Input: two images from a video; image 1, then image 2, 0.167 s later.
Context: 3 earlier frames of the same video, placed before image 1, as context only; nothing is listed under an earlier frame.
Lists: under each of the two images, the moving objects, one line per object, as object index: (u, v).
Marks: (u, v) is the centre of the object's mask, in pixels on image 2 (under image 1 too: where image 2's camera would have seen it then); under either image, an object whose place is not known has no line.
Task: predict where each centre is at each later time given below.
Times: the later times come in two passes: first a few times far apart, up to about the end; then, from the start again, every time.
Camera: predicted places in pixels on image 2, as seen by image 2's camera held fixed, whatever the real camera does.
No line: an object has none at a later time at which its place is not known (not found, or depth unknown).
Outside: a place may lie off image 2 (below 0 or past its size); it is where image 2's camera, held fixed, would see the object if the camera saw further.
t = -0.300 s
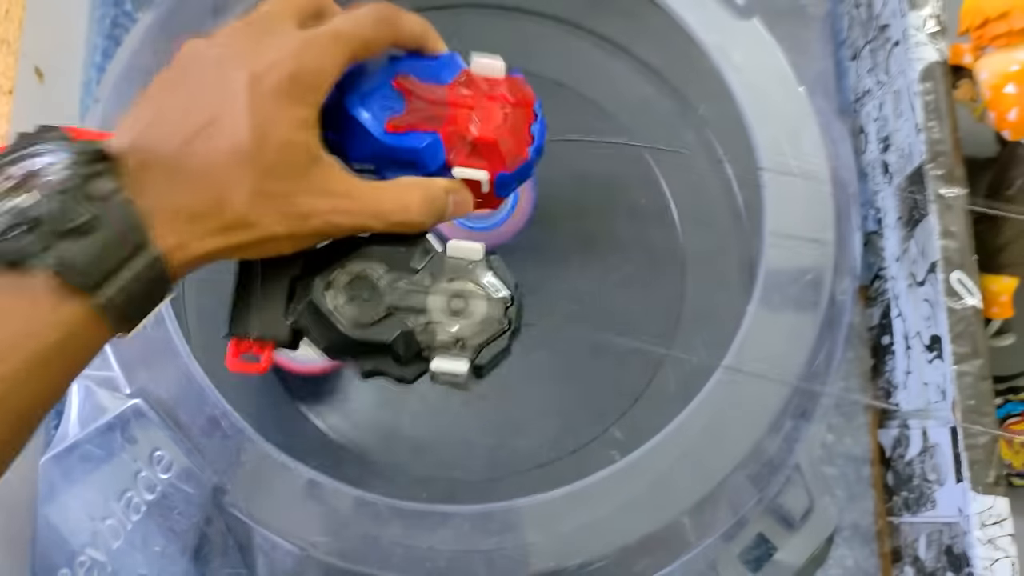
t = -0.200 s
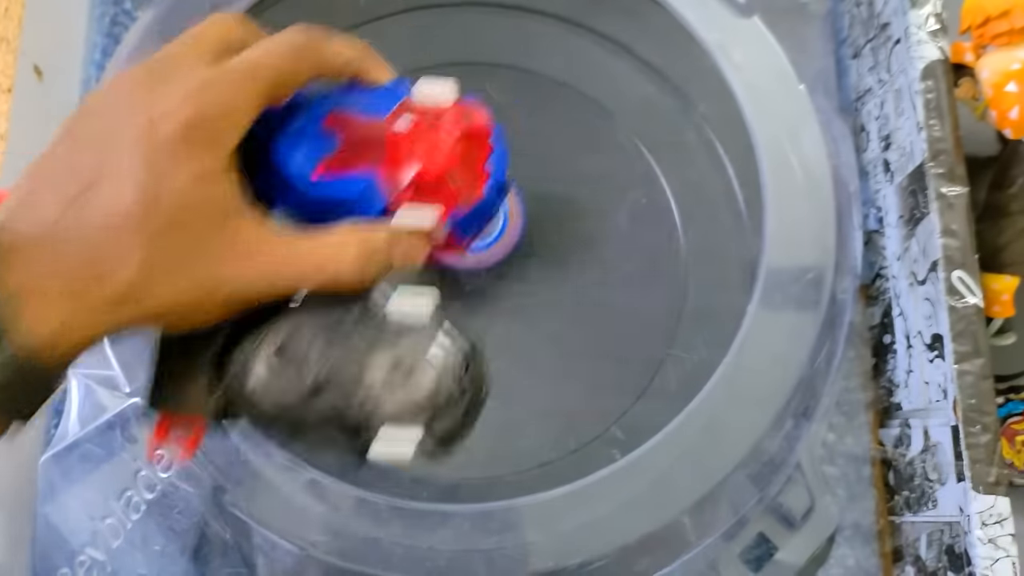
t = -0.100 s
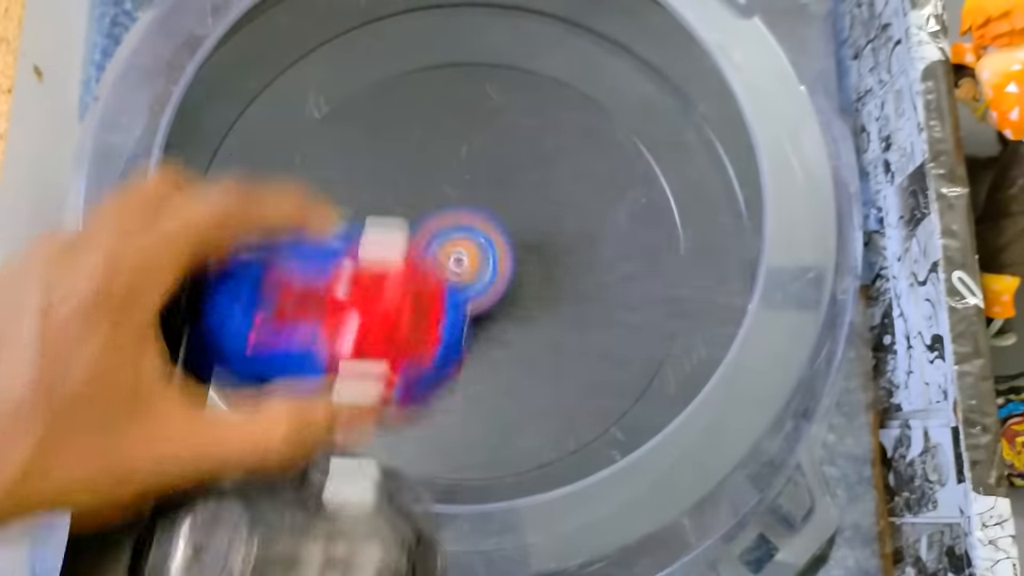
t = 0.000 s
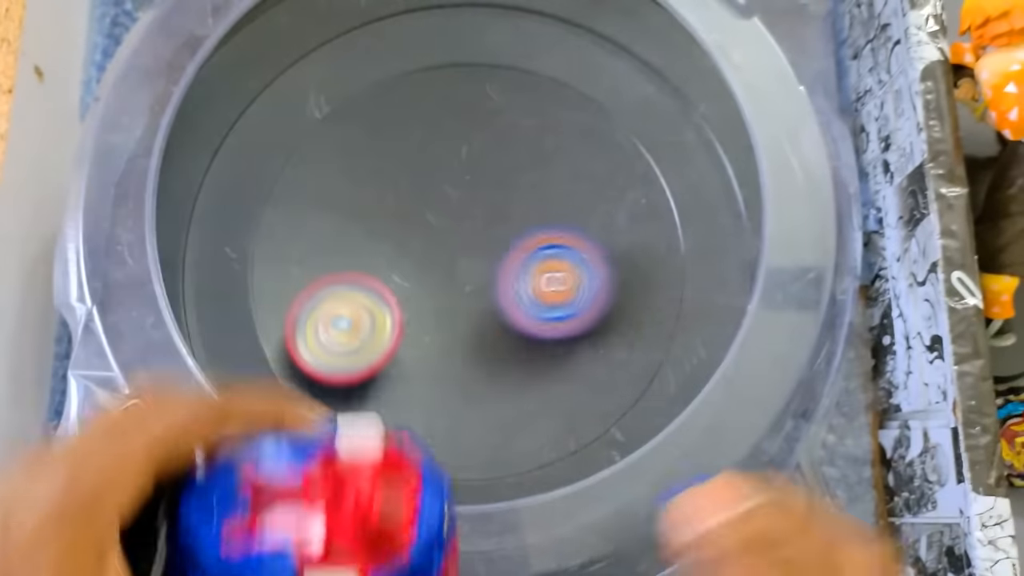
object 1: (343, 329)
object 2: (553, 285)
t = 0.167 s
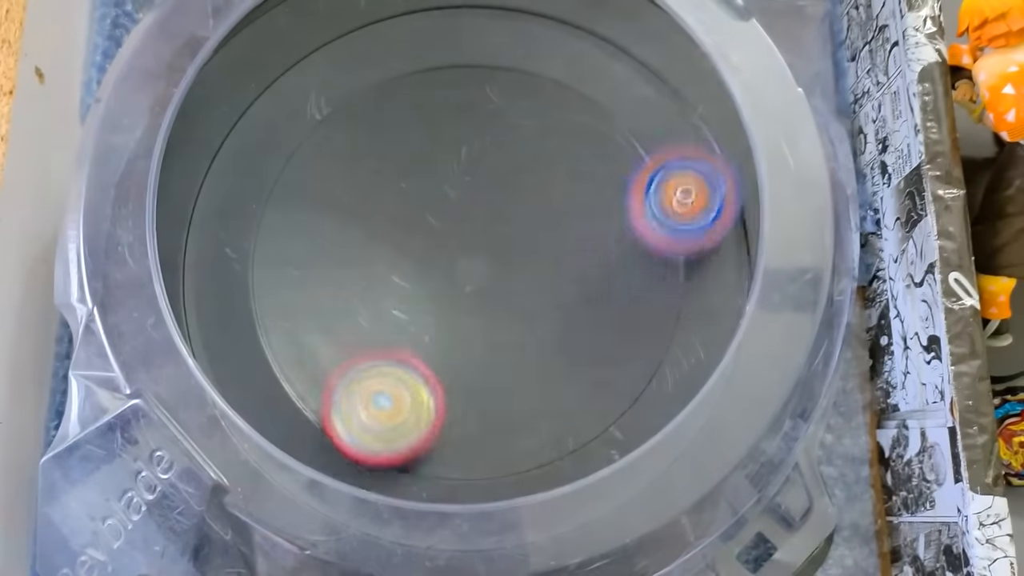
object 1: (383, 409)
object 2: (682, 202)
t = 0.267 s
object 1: (451, 446)
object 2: (711, 145)
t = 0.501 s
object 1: (558, 287)
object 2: (715, 96)
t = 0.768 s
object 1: (358, 184)
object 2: (707, 86)
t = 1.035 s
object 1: (247, 337)
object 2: (647, 83)
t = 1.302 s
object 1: (224, 279)
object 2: (406, 181)
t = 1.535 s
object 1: (223, 158)
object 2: (465, 495)
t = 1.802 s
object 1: (247, 110)
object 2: (705, 437)
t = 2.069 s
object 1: (252, 94)
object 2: (712, 197)
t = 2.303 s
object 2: (553, 55)
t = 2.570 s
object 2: (429, 42)
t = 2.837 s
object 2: (543, 38)
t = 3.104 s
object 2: (619, 46)
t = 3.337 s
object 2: (643, 67)
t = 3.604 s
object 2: (690, 118)
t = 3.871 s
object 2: (713, 174)
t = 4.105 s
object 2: (723, 231)
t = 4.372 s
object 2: (716, 292)
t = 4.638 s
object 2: (682, 334)
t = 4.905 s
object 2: (761, 312)
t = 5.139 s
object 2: (644, 238)
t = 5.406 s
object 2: (335, 192)
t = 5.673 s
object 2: (255, 439)
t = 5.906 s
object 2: (360, 502)
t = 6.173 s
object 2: (428, 449)
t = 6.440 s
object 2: (606, 278)
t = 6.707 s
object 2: (564, 155)
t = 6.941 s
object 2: (420, 295)
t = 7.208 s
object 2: (562, 401)
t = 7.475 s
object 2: (651, 312)
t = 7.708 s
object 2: (568, 318)
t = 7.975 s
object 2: (481, 398)
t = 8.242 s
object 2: (412, 403)
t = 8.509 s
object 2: (346, 399)
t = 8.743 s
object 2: (369, 295)
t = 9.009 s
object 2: (282, 163)
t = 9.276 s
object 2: (334, 41)
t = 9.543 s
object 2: (470, 26)
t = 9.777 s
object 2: (593, 45)
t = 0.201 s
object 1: (401, 425)
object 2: (696, 176)
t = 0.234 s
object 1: (424, 440)
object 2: (706, 160)
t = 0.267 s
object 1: (451, 446)
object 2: (711, 145)
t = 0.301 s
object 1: (480, 444)
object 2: (709, 133)
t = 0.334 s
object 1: (509, 432)
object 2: (707, 121)
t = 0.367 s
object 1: (532, 410)
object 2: (707, 113)
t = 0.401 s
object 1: (549, 383)
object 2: (709, 107)
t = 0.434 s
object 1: (560, 351)
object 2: (713, 105)
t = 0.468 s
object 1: (562, 320)
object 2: (716, 102)
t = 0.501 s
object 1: (558, 287)
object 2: (715, 96)
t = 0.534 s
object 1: (546, 257)
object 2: (715, 92)
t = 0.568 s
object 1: (528, 229)
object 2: (715, 90)
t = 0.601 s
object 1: (504, 207)
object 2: (713, 88)
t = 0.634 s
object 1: (478, 191)
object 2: (711, 86)
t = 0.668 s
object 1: (449, 181)
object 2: (709, 84)
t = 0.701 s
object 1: (417, 177)
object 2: (708, 84)
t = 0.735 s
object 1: (387, 178)
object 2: (708, 85)
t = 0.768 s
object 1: (358, 184)
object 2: (707, 86)
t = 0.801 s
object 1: (331, 195)
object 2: (705, 86)
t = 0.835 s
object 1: (307, 209)
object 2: (701, 85)
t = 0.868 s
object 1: (285, 225)
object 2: (695, 83)
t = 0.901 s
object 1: (267, 246)
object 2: (688, 80)
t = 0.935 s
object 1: (254, 269)
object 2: (682, 79)
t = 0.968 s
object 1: (249, 294)
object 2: (674, 79)
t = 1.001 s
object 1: (247, 318)
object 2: (663, 80)
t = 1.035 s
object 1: (247, 337)
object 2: (647, 83)
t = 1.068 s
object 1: (248, 348)
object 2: (631, 88)
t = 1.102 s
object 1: (248, 352)
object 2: (614, 95)
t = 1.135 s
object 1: (247, 350)
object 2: (595, 105)
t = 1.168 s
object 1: (244, 343)
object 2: (567, 117)
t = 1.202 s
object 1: (240, 330)
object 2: (534, 127)
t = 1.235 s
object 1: (235, 314)
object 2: (496, 137)
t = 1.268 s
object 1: (229, 297)
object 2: (451, 154)
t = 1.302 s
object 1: (224, 279)
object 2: (406, 181)
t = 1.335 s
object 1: (217, 261)
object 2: (366, 213)
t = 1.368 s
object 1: (212, 244)
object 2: (333, 252)
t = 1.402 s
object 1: (198, 220)
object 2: (330, 309)
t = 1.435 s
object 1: (196, 196)
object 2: (351, 368)
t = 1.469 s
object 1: (201, 181)
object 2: (380, 418)
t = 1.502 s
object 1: (213, 169)
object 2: (421, 457)
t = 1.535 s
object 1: (223, 158)
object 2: (465, 495)
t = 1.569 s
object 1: (232, 148)
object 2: (514, 527)
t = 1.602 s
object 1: (238, 137)
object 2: (556, 531)
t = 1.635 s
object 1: (238, 125)
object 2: (603, 534)
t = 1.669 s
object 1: (237, 114)
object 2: (634, 524)
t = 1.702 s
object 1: (236, 107)
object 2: (655, 506)
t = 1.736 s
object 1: (241, 108)
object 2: (677, 481)
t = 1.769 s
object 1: (245, 111)
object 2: (692, 459)
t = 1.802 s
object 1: (247, 110)
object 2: (705, 437)
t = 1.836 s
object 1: (248, 105)
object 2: (718, 416)
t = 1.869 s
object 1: (246, 98)
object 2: (727, 392)
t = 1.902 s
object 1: (246, 97)
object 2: (737, 369)
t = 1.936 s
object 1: (247, 102)
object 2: (716, 325)
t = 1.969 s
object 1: (248, 106)
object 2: (721, 299)
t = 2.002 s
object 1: (250, 106)
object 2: (723, 265)
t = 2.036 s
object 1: (251, 101)
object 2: (719, 231)
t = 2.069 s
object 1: (252, 94)
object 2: (712, 197)
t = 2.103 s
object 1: (252, 90)
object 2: (700, 168)
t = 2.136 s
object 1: (251, 92)
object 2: (681, 144)
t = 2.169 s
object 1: (248, 97)
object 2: (659, 120)
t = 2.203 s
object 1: (244, 105)
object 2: (635, 100)
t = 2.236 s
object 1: (240, 115)
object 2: (610, 82)
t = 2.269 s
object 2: (582, 67)
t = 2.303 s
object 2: (553, 55)
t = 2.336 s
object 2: (525, 47)
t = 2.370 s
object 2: (494, 43)
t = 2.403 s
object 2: (465, 41)
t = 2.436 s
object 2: (434, 40)
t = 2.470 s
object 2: (402, 41)
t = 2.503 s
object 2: (401, 41)
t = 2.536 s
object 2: (415, 42)
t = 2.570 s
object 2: (429, 42)
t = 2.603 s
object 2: (441, 42)
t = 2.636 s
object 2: (453, 42)
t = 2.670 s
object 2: (467, 41)
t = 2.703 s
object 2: (481, 41)
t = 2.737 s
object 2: (496, 40)
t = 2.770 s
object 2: (512, 40)
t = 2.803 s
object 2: (527, 39)
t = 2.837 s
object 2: (543, 38)
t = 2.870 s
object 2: (559, 37)
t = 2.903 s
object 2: (574, 35)
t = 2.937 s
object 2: (590, 34)
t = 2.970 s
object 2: (597, 36)
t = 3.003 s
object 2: (598, 39)
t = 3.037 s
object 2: (601, 41)
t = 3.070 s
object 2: (609, 44)
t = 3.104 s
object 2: (619, 46)
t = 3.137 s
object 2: (628, 48)
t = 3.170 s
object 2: (632, 50)
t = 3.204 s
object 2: (630, 51)
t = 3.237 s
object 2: (629, 52)
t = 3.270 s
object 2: (631, 55)
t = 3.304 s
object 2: (636, 60)
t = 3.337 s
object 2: (643, 67)
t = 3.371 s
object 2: (650, 74)
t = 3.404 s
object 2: (657, 81)
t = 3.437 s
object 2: (665, 86)
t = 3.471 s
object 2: (672, 93)
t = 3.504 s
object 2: (678, 100)
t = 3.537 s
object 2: (683, 106)
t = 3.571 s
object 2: (687, 112)
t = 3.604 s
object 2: (690, 118)
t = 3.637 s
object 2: (693, 124)
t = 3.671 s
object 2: (696, 129)
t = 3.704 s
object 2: (699, 136)
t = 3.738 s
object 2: (702, 142)
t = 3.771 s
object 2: (705, 150)
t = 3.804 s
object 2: (708, 158)
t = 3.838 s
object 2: (711, 165)
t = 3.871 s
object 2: (713, 174)
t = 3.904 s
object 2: (716, 181)
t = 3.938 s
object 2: (718, 189)
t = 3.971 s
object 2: (719, 197)
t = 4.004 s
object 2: (721, 206)
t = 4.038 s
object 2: (722, 214)
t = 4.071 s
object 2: (723, 223)
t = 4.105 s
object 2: (723, 231)
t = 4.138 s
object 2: (722, 239)
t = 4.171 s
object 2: (722, 247)
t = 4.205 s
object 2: (722, 255)
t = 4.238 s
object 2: (720, 263)
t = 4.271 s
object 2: (722, 271)
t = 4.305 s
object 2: (721, 279)
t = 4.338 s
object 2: (719, 286)
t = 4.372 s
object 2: (716, 292)
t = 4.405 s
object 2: (710, 300)
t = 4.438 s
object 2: (706, 305)
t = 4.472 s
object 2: (703, 310)
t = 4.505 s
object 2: (699, 316)
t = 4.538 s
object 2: (694, 321)
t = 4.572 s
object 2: (689, 326)
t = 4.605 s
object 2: (684, 330)
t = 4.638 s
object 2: (682, 334)
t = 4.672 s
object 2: (694, 333)
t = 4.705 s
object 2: (723, 346)
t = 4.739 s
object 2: (739, 345)
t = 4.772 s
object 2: (749, 340)
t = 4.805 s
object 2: (759, 332)
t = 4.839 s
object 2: (771, 328)
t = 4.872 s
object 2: (773, 323)
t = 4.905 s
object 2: (761, 312)
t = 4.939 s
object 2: (725, 294)
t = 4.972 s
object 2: (719, 286)
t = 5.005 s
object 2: (712, 278)
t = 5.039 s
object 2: (703, 271)
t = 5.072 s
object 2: (689, 262)
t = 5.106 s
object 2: (667, 254)
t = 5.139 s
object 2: (644, 238)
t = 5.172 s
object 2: (617, 218)
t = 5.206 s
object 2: (586, 196)
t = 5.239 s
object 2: (548, 177)
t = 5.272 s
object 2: (505, 163)
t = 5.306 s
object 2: (460, 158)
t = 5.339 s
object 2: (417, 160)
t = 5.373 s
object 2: (371, 173)
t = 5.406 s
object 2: (335, 192)
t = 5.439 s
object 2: (305, 218)
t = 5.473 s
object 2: (280, 251)
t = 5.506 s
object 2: (260, 288)
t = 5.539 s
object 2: (252, 327)
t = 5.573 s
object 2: (255, 362)
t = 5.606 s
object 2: (262, 386)
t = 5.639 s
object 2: (250, 421)
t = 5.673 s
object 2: (255, 439)
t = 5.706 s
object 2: (270, 456)
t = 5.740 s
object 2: (288, 471)
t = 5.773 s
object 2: (311, 483)
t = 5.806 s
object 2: (327, 493)
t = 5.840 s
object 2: (343, 498)
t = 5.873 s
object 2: (351, 502)
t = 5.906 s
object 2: (360, 502)
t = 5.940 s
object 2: (367, 502)
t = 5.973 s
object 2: (374, 500)
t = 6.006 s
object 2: (380, 496)
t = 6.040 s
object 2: (387, 491)
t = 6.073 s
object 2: (395, 485)
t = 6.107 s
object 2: (406, 463)
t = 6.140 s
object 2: (416, 457)
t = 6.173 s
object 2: (428, 449)
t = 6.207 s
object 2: (448, 438)
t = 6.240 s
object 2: (474, 422)
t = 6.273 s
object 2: (503, 405)
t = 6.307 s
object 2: (533, 391)
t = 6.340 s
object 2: (559, 369)
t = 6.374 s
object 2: (580, 340)
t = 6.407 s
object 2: (592, 306)
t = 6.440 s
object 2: (606, 278)
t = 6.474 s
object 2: (611, 249)
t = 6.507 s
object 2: (609, 220)
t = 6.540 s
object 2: (617, 210)
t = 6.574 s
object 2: (617, 198)
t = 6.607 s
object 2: (611, 185)
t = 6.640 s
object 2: (601, 170)
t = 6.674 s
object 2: (585, 161)
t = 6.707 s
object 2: (564, 155)
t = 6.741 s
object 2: (541, 156)
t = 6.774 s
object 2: (516, 160)
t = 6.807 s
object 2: (493, 171)
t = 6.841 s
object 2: (445, 210)
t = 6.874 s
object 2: (431, 238)
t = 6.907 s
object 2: (423, 266)
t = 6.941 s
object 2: (420, 295)
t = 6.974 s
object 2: (424, 322)
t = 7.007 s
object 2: (435, 345)
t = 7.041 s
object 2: (451, 367)
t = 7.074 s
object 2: (473, 385)
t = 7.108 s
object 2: (495, 397)
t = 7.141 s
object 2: (518, 403)
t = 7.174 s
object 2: (541, 404)
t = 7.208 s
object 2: (562, 401)
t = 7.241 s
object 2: (582, 391)
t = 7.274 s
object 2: (596, 374)
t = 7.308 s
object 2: (604, 354)
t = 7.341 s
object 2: (613, 343)
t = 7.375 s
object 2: (630, 341)
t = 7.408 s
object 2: (641, 336)
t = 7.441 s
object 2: (649, 325)
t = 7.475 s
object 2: (651, 312)
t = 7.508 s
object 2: (650, 296)
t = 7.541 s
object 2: (643, 281)
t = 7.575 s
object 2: (629, 266)
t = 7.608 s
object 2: (613, 257)
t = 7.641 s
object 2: (598, 279)
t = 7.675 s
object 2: (584, 302)
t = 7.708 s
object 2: (568, 318)
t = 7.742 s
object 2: (553, 332)
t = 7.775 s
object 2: (541, 343)
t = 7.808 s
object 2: (530, 355)
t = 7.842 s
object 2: (520, 364)
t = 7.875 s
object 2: (511, 375)
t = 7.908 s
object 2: (500, 382)
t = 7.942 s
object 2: (490, 390)
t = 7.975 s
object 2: (481, 398)
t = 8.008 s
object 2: (471, 403)
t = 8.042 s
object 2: (463, 408)
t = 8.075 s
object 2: (454, 411)
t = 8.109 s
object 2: (444, 412)
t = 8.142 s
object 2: (437, 412)
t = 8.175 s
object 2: (427, 410)
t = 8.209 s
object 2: (420, 407)
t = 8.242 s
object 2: (412, 403)
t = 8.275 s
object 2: (398, 408)
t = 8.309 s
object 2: (383, 415)
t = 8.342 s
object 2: (373, 418)
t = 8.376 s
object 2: (362, 419)
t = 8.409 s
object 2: (353, 419)
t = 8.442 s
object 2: (348, 417)
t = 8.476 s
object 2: (347, 410)
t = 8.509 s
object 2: (346, 399)
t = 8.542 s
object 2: (346, 389)
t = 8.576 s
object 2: (346, 375)
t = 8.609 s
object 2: (349, 361)
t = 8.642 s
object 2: (352, 345)
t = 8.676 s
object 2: (357, 327)
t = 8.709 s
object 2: (364, 311)
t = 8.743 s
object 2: (369, 295)
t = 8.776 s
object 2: (376, 277)
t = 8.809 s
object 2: (376, 262)
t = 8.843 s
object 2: (343, 239)
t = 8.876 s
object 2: (320, 220)
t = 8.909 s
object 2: (306, 205)
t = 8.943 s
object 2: (293, 191)
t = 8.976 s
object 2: (286, 176)
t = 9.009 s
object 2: (282, 163)
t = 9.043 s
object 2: (280, 152)
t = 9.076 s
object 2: (282, 136)
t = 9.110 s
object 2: (286, 117)
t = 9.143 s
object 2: (292, 97)
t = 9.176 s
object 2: (298, 79)
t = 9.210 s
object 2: (308, 60)
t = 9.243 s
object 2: (320, 47)
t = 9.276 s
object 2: (334, 41)
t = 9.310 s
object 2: (350, 40)
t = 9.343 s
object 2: (363, 40)
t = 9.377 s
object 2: (379, 37)
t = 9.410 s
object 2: (395, 32)
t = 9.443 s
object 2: (414, 29)
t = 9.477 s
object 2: (435, 27)
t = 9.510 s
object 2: (453, 27)
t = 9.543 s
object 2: (470, 26)
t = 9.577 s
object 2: (485, 28)
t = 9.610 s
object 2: (500, 29)
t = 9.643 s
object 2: (517, 30)
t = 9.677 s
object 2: (537, 33)
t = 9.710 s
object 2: (555, 36)
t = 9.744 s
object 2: (574, 40)
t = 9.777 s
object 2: (593, 45)
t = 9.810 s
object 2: (611, 52)
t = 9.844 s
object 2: (628, 59)
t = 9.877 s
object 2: (645, 72)
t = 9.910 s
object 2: (659, 86)
